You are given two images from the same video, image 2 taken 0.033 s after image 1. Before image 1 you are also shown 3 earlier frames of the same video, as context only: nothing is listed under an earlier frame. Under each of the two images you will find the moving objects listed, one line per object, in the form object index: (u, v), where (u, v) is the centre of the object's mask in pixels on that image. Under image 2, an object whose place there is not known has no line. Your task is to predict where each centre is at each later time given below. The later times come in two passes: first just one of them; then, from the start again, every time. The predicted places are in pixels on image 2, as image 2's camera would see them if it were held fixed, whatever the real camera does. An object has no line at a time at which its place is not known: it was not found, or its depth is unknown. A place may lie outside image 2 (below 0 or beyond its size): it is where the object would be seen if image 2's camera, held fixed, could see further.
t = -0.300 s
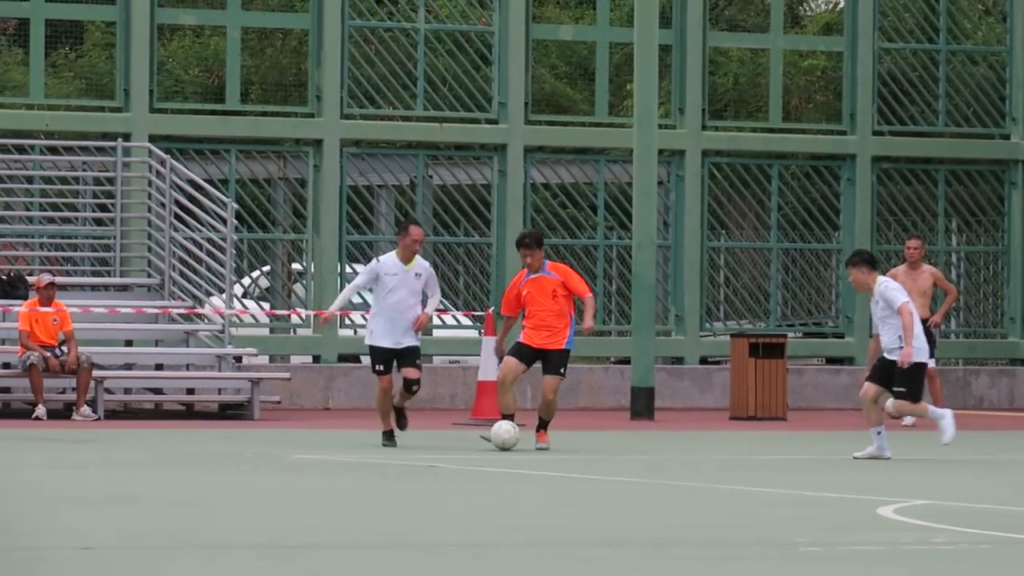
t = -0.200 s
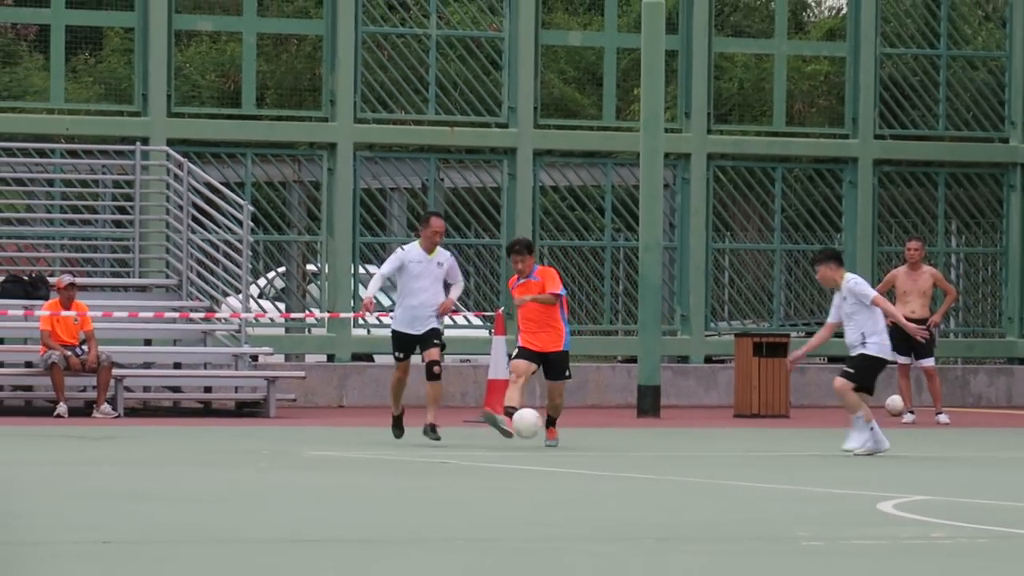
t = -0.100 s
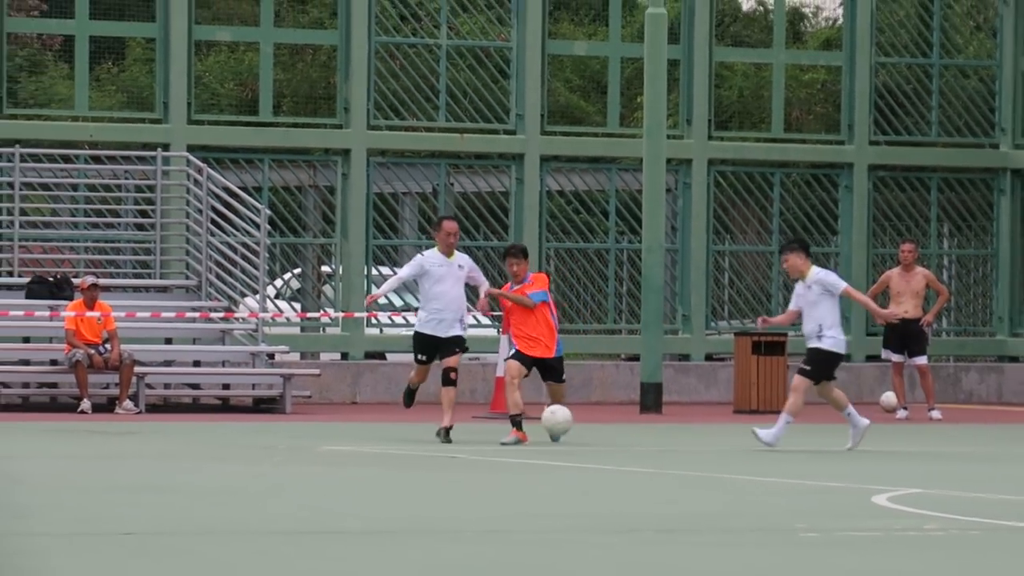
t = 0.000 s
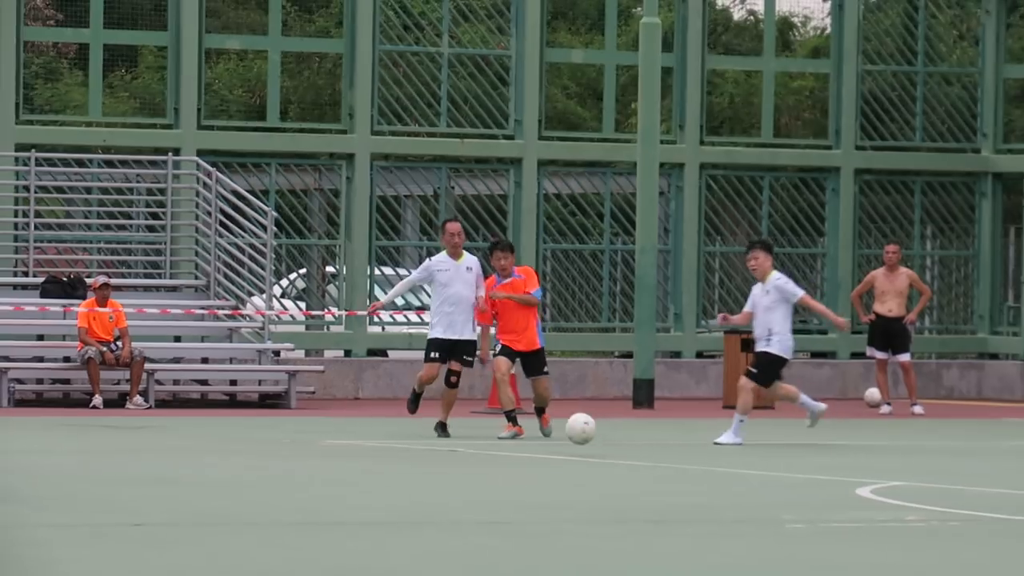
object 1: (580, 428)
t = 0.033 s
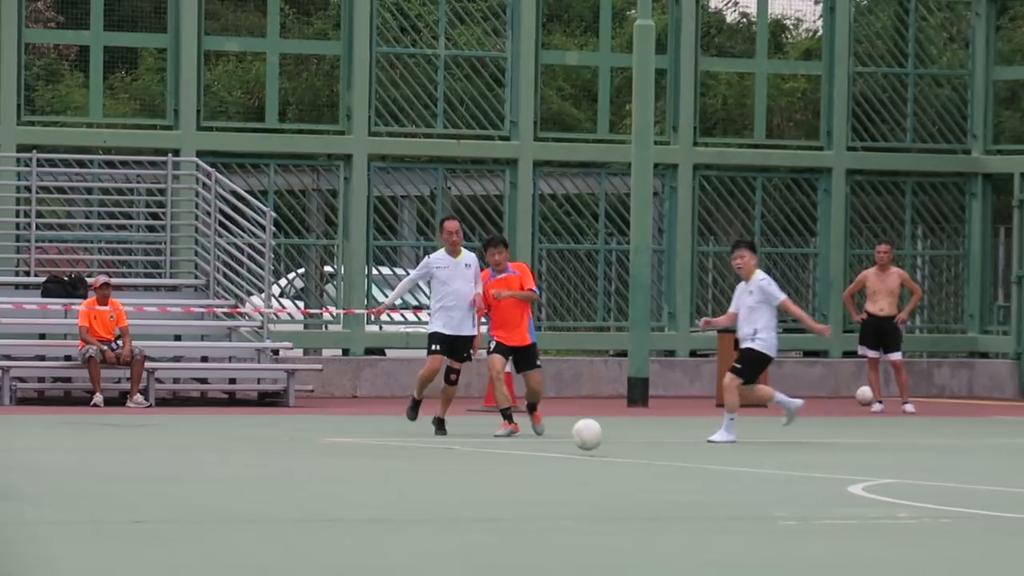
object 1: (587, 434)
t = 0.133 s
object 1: (624, 433)
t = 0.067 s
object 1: (600, 443)
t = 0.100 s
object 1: (613, 440)
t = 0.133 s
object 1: (624, 433)
